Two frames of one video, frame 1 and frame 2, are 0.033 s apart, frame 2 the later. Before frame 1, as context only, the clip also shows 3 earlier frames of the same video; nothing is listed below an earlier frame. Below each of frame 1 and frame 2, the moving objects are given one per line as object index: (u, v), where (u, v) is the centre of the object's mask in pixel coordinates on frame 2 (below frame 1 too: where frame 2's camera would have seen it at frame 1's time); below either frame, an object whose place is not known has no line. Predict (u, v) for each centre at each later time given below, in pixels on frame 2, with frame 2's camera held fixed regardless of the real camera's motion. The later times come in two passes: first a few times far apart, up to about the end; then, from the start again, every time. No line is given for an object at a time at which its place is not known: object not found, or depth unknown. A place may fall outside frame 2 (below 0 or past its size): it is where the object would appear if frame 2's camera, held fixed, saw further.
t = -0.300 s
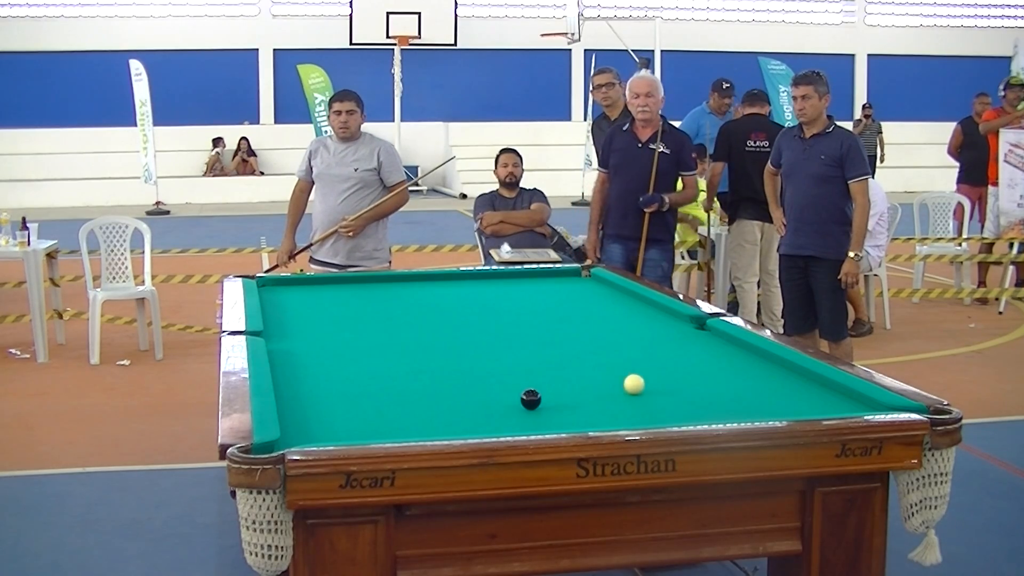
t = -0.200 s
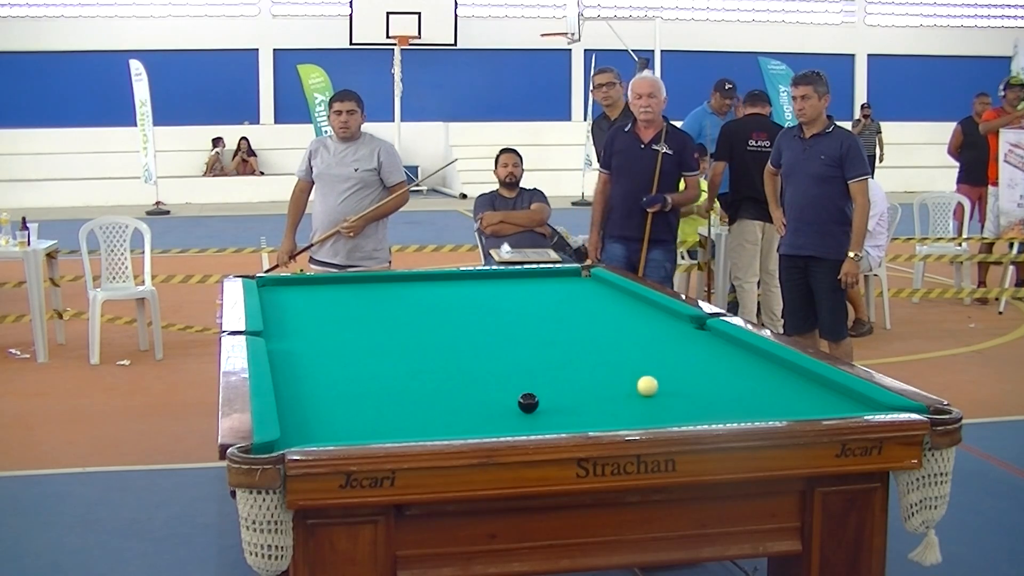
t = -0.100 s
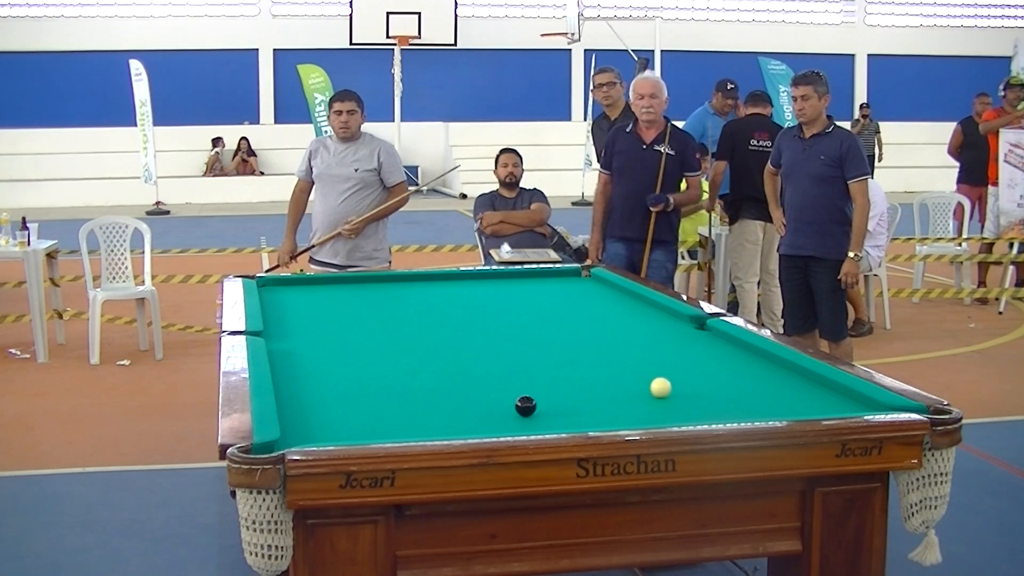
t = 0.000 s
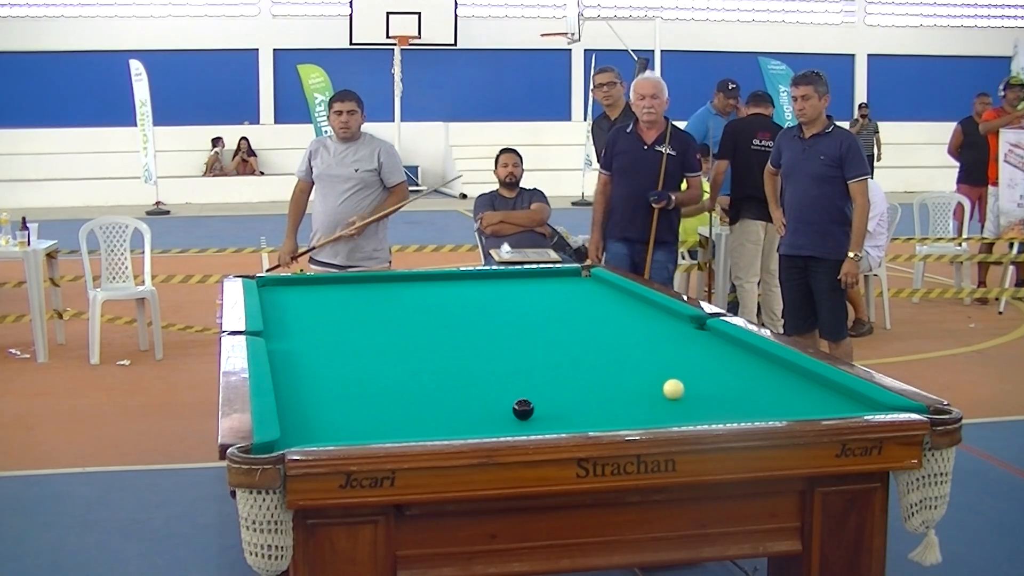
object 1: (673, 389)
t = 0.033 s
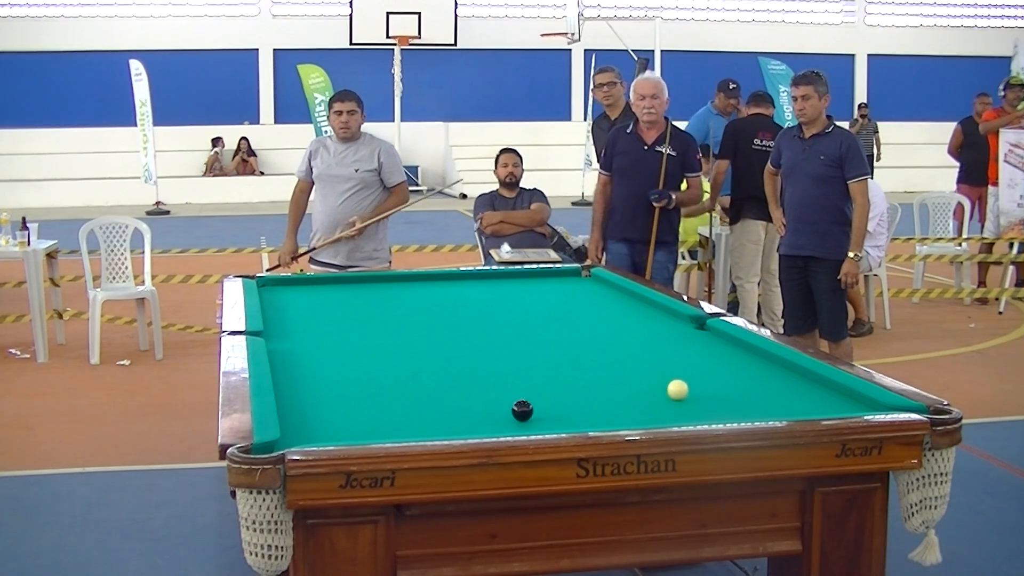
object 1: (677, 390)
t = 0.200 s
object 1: (698, 392)
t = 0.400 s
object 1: (722, 395)
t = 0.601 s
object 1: (744, 398)
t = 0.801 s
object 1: (765, 401)
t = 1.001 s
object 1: (784, 403)
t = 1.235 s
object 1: (804, 405)
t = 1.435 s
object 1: (820, 407)
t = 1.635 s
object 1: (834, 408)
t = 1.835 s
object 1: (847, 408)
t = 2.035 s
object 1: (858, 408)
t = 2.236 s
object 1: (866, 408)
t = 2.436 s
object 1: (870, 408)
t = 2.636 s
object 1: (872, 408)
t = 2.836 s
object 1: (873, 408)
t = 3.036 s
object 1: (873, 408)
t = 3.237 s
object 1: (873, 408)
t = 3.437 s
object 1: (873, 408)
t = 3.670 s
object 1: (873, 408)
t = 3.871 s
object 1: (873, 408)
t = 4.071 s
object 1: (873, 408)
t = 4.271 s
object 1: (873, 408)
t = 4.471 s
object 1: (873, 408)
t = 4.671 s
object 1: (873, 408)
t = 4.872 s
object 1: (873, 408)
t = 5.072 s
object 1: (873, 408)
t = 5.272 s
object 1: (873, 408)
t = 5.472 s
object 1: (873, 408)
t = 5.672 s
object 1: (873, 408)
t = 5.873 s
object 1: (873, 408)
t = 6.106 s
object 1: (873, 408)
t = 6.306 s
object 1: (873, 408)
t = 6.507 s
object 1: (873, 408)
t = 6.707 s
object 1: (873, 408)
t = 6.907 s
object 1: (873, 408)
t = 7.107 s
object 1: (873, 408)
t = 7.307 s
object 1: (873, 408)
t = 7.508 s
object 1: (873, 408)
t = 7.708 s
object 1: (873, 408)
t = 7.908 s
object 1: (873, 408)
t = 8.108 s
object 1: (873, 408)
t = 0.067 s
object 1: (682, 390)
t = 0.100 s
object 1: (686, 391)
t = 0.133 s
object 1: (690, 391)
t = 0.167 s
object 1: (694, 392)
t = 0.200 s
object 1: (698, 392)
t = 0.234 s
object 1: (702, 393)
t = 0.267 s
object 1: (706, 393)
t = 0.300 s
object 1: (710, 394)
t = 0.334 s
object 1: (714, 394)
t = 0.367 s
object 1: (718, 395)
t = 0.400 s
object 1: (722, 395)
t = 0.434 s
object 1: (725, 396)
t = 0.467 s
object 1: (729, 396)
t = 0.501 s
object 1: (733, 397)
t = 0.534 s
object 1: (737, 397)
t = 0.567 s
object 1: (740, 398)
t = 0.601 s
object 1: (744, 398)
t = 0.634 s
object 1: (747, 399)
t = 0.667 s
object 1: (751, 399)
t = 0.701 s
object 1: (754, 399)
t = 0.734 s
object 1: (758, 400)
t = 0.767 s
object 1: (761, 400)
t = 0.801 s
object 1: (765, 401)
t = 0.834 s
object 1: (768, 401)
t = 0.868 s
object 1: (771, 401)
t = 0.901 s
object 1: (774, 402)
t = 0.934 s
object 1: (778, 402)
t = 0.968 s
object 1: (781, 403)
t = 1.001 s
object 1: (784, 403)
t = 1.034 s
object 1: (787, 404)
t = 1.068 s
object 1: (790, 404)
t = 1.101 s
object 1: (793, 405)
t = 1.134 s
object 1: (796, 405)
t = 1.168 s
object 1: (798, 405)
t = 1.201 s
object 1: (801, 405)
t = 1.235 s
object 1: (804, 405)
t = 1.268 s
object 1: (807, 406)
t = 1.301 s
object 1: (810, 406)
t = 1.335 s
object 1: (812, 406)
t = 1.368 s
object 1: (815, 406)
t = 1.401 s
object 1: (817, 407)
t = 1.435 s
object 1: (820, 407)
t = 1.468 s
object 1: (822, 407)
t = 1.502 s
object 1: (825, 407)
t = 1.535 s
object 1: (827, 407)
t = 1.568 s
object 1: (830, 407)
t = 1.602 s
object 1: (832, 407)
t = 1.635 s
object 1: (834, 408)
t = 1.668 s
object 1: (836, 408)
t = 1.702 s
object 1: (839, 408)
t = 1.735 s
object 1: (841, 408)
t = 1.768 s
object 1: (843, 408)
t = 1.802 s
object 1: (845, 408)
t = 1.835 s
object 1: (847, 408)
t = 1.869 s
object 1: (849, 408)
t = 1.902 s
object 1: (851, 408)
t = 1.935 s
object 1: (852, 408)
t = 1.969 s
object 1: (854, 408)
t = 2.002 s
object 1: (856, 408)
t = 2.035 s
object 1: (858, 408)
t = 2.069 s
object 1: (859, 408)
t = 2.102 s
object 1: (861, 408)
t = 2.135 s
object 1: (863, 408)
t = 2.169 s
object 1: (864, 408)
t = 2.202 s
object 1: (866, 408)
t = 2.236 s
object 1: (866, 408)
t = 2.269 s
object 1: (867, 408)
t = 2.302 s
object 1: (867, 408)
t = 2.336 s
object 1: (868, 408)
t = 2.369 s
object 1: (869, 408)
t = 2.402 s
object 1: (869, 408)
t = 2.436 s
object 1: (870, 408)
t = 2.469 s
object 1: (870, 408)
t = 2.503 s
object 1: (871, 408)
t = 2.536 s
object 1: (871, 408)
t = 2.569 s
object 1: (871, 408)
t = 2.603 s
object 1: (872, 408)
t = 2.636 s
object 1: (872, 408)
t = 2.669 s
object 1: (872, 408)
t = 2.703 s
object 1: (872, 408)
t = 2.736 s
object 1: (872, 408)
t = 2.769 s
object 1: (872, 408)
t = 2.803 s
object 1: (872, 408)
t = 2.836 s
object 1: (873, 408)
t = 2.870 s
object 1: (873, 408)
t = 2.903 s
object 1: (873, 408)
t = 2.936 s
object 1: (873, 408)
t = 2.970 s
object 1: (873, 408)
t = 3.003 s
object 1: (873, 407)
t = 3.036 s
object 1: (873, 408)
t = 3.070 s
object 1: (873, 408)
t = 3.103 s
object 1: (873, 408)
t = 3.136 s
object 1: (873, 408)
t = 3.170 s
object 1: (873, 408)
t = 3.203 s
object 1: (873, 407)
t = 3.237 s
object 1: (873, 408)
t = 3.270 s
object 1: (873, 408)
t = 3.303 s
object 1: (873, 408)
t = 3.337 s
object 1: (873, 408)
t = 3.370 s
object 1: (873, 408)
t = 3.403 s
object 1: (873, 408)
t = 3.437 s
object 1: (873, 408)
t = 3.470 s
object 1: (873, 408)
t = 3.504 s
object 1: (873, 408)
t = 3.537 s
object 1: (873, 408)
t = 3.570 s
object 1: (873, 408)
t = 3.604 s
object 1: (873, 407)
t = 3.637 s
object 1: (873, 408)
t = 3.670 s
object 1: (873, 408)
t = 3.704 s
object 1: (873, 408)
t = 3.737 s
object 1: (873, 408)
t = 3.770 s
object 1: (873, 408)
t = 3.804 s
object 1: (873, 408)
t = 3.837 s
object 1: (873, 408)
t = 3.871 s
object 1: (873, 408)
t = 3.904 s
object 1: (873, 407)
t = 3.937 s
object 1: (873, 408)
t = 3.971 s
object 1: (873, 408)
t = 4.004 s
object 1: (873, 407)
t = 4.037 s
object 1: (873, 408)
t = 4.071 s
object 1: (873, 408)
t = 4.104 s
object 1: (873, 408)
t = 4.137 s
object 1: (873, 408)
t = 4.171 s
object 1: (873, 408)
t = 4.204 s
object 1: (873, 408)
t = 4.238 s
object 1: (873, 408)
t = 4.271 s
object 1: (873, 408)
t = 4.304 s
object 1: (873, 408)
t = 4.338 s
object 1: (873, 408)
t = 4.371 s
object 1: (873, 408)
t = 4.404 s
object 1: (873, 408)
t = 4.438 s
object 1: (873, 408)
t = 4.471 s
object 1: (873, 408)
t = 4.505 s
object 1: (873, 408)
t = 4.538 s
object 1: (873, 408)
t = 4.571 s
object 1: (873, 408)
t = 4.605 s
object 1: (873, 408)
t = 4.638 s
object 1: (873, 408)
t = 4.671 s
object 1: (873, 408)
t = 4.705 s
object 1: (873, 408)
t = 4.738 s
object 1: (873, 408)
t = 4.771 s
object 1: (873, 408)
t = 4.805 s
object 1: (873, 408)
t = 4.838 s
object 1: (873, 408)
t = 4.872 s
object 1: (873, 408)
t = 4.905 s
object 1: (873, 408)
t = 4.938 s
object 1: (873, 408)
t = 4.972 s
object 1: (873, 408)
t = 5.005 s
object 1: (873, 408)
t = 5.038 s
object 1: (873, 408)
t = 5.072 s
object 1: (873, 408)
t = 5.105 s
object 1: (873, 408)
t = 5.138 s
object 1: (873, 408)
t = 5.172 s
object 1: (873, 408)
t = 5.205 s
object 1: (873, 408)
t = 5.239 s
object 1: (873, 408)
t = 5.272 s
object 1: (873, 408)
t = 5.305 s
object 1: (873, 408)
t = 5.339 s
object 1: (873, 408)
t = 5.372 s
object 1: (873, 408)
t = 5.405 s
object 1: (873, 408)
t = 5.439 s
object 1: (873, 408)
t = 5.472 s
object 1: (873, 408)
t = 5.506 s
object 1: (873, 408)
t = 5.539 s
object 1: (873, 408)
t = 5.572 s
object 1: (873, 408)
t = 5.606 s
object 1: (873, 408)
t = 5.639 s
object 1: (873, 408)
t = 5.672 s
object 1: (873, 408)
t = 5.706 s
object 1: (873, 408)
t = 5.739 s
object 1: (873, 408)
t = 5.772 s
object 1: (873, 408)
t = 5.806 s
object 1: (873, 408)
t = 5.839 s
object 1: (873, 408)
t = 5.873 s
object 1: (873, 408)
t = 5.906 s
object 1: (873, 408)
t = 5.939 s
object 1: (873, 408)
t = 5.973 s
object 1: (873, 408)
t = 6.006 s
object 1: (873, 408)
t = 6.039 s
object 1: (873, 408)
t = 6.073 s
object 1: (873, 408)
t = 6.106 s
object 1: (873, 408)
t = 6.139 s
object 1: (873, 408)
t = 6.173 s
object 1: (873, 408)
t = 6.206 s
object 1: (873, 408)
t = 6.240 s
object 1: (873, 408)
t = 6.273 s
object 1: (873, 408)
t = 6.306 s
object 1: (873, 408)
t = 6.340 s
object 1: (873, 408)
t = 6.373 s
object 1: (873, 408)
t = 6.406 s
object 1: (873, 408)
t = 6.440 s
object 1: (873, 408)
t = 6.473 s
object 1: (873, 408)
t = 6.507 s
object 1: (873, 408)
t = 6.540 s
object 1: (873, 408)
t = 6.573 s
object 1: (873, 408)
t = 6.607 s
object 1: (873, 408)
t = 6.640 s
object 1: (873, 408)
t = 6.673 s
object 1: (873, 408)
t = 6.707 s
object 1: (873, 408)
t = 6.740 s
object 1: (873, 408)
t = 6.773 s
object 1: (873, 408)
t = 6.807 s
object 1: (873, 408)
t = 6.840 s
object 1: (873, 408)
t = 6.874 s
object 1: (873, 408)
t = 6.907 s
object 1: (873, 408)
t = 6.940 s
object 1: (873, 408)
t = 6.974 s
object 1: (873, 408)
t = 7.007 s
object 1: (873, 408)
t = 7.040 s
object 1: (873, 408)
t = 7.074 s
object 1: (873, 408)
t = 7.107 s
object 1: (873, 408)
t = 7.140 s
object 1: (873, 408)
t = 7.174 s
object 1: (873, 408)
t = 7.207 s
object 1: (873, 408)
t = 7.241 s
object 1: (873, 408)
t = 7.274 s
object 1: (873, 408)
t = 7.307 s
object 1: (873, 408)
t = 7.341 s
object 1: (873, 408)
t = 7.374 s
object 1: (873, 408)
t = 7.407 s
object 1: (873, 408)
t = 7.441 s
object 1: (873, 408)
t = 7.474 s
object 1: (873, 408)
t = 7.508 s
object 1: (873, 408)
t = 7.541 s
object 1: (873, 408)
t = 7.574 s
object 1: (873, 408)
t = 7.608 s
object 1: (873, 408)
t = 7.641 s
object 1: (873, 408)
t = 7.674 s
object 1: (873, 408)
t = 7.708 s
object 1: (873, 408)
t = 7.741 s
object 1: (873, 408)
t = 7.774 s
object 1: (873, 408)
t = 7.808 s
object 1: (873, 408)
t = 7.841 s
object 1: (873, 408)
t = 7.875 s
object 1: (873, 408)
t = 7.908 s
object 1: (873, 408)
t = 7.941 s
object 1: (873, 408)
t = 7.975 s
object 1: (873, 408)
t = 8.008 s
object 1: (873, 408)
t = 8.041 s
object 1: (873, 408)
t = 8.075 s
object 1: (873, 408)
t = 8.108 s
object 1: (873, 408)
